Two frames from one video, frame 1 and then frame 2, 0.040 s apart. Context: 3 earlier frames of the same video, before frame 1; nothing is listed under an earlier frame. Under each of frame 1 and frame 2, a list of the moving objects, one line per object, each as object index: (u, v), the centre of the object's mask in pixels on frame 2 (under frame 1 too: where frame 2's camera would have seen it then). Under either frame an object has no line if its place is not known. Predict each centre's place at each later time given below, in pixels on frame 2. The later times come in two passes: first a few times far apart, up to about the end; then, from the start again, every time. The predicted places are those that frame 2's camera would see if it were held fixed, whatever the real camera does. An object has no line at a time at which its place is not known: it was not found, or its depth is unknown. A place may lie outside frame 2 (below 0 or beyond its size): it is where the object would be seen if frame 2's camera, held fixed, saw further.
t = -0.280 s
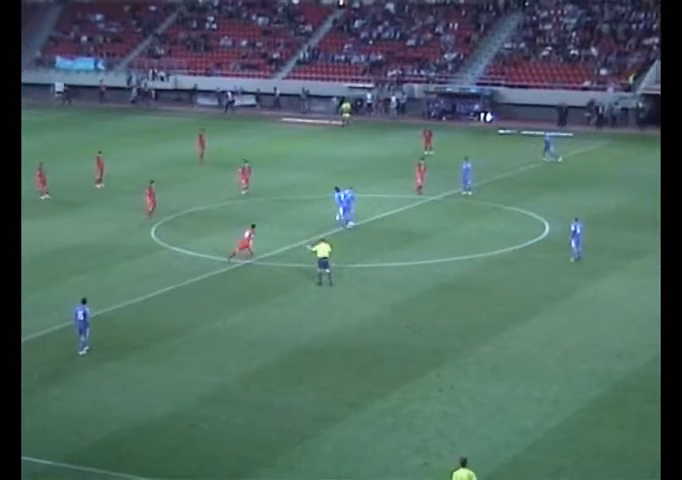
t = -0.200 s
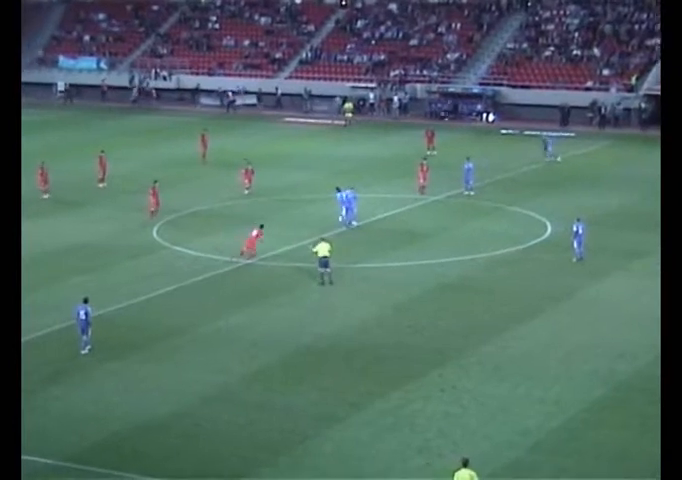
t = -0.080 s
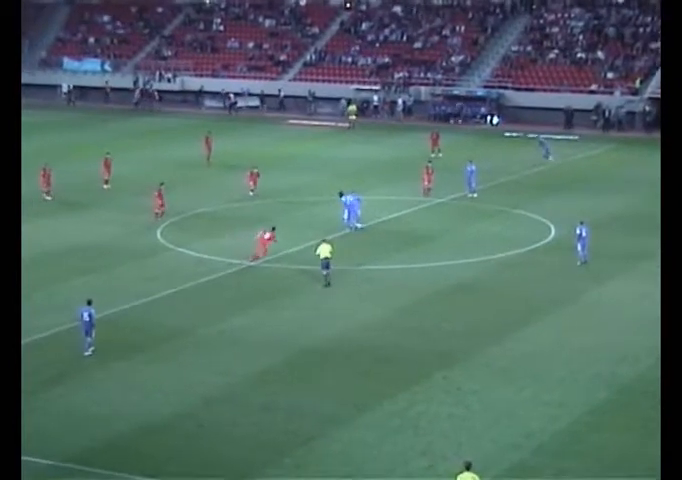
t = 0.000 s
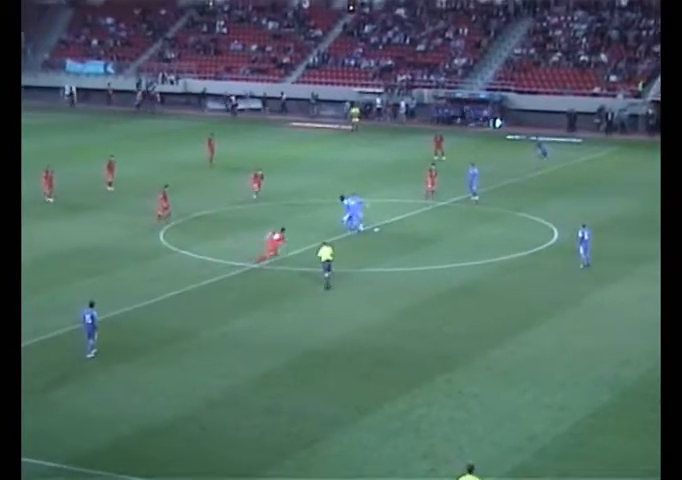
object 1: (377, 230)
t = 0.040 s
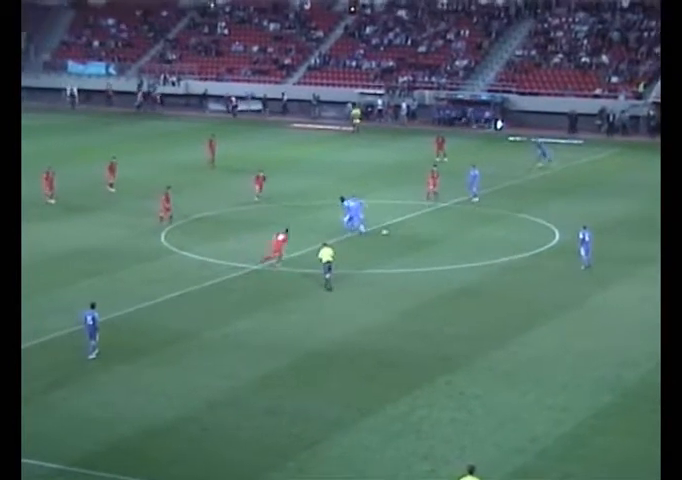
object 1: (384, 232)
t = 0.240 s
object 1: (414, 236)
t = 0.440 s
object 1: (442, 239)
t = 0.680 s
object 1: (470, 243)
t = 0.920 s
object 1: (496, 246)
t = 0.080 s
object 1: (390, 233)
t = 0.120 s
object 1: (396, 233)
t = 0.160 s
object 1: (403, 234)
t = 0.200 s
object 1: (408, 235)
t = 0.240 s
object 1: (414, 236)
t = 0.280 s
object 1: (420, 237)
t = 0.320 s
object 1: (426, 237)
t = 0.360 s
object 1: (431, 238)
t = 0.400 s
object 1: (435, 237)
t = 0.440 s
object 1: (442, 239)
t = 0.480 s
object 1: (447, 240)
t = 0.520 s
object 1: (452, 241)
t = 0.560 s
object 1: (458, 241)
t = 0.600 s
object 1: (461, 241)
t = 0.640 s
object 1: (466, 242)
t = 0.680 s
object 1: (470, 243)
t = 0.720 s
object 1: (475, 243)
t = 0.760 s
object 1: (480, 244)
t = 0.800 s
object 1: (482, 244)
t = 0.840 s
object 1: (488, 245)
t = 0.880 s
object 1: (491, 246)
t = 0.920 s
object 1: (496, 246)
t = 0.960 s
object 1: (498, 247)
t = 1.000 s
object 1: (502, 247)
